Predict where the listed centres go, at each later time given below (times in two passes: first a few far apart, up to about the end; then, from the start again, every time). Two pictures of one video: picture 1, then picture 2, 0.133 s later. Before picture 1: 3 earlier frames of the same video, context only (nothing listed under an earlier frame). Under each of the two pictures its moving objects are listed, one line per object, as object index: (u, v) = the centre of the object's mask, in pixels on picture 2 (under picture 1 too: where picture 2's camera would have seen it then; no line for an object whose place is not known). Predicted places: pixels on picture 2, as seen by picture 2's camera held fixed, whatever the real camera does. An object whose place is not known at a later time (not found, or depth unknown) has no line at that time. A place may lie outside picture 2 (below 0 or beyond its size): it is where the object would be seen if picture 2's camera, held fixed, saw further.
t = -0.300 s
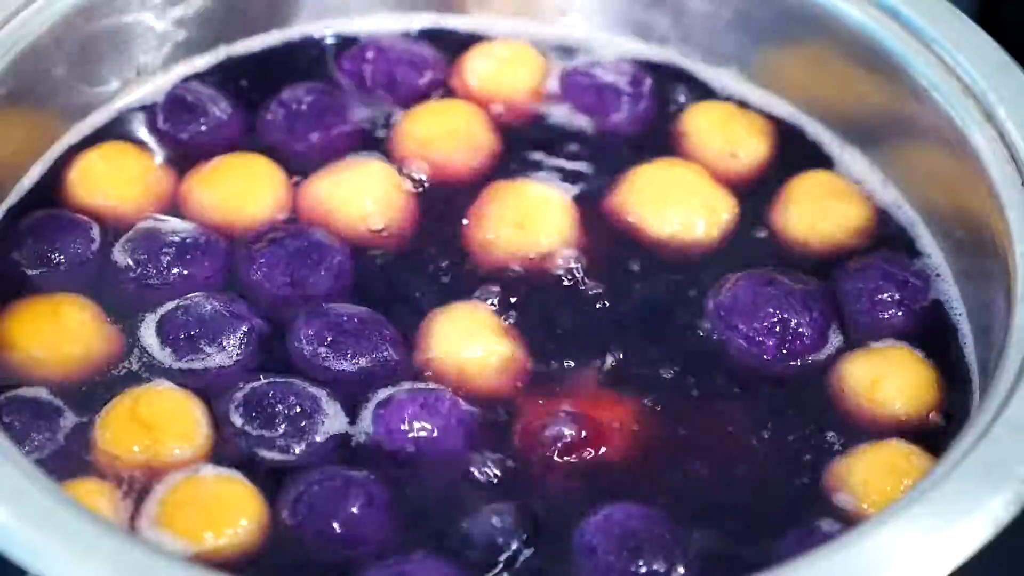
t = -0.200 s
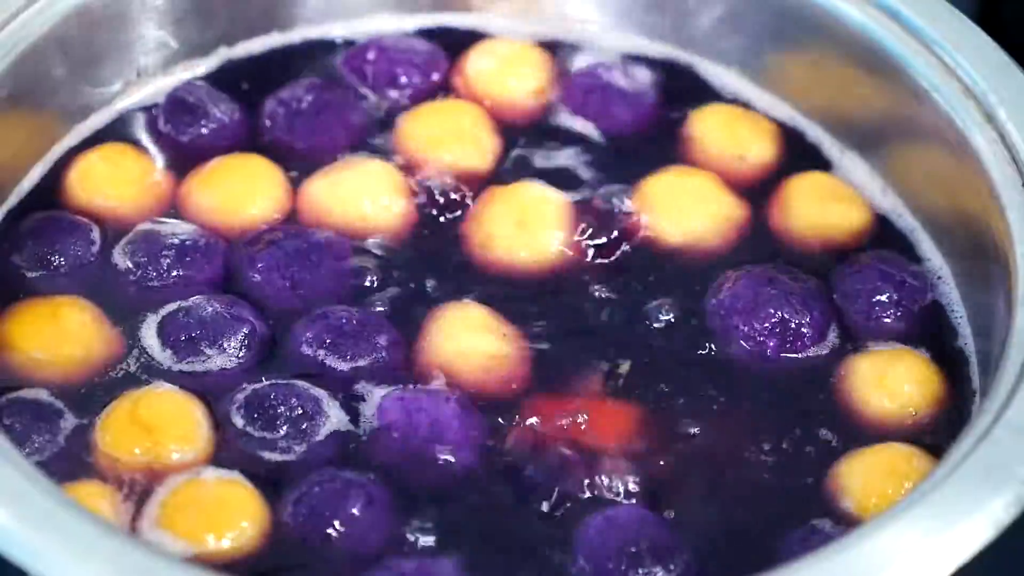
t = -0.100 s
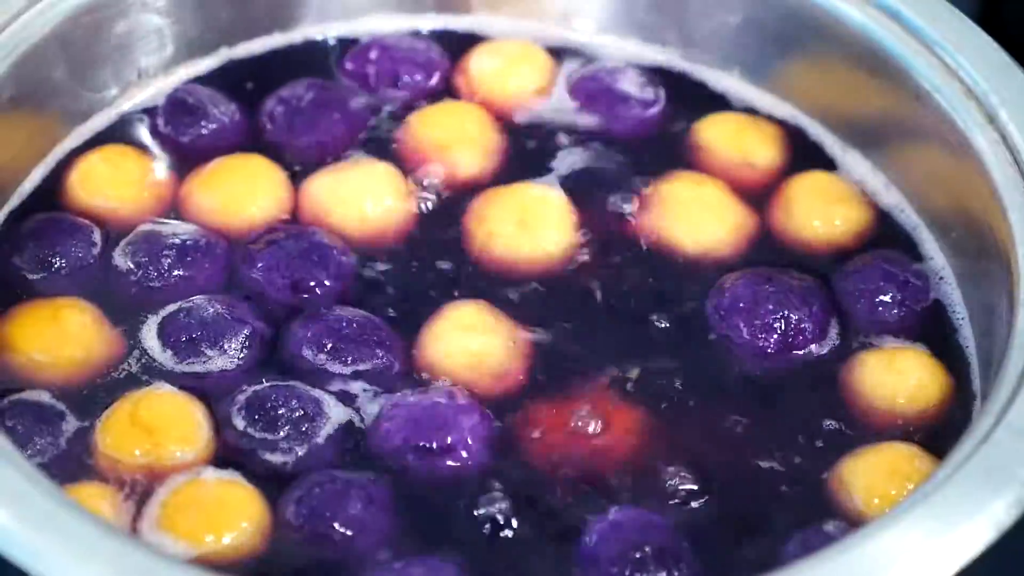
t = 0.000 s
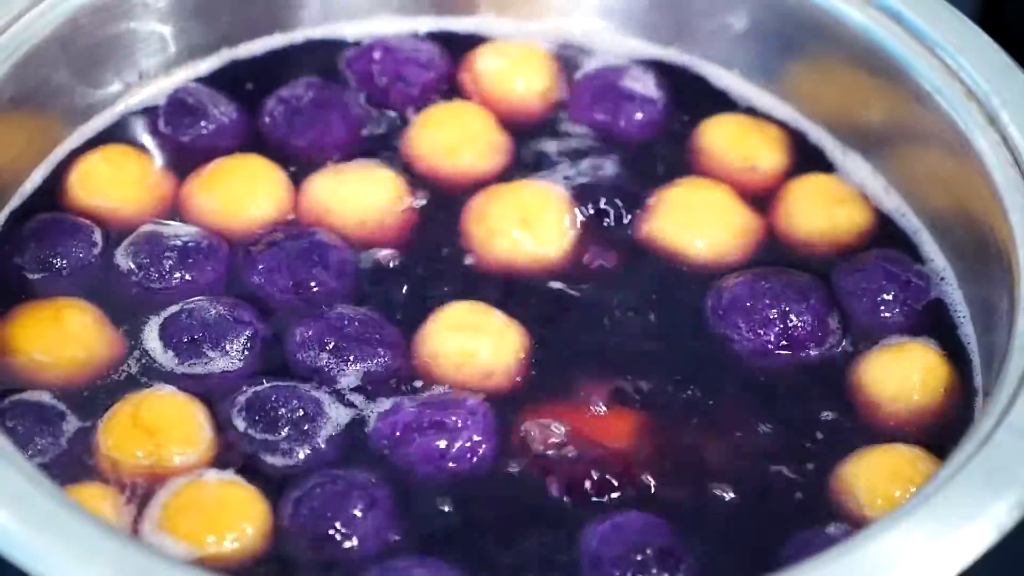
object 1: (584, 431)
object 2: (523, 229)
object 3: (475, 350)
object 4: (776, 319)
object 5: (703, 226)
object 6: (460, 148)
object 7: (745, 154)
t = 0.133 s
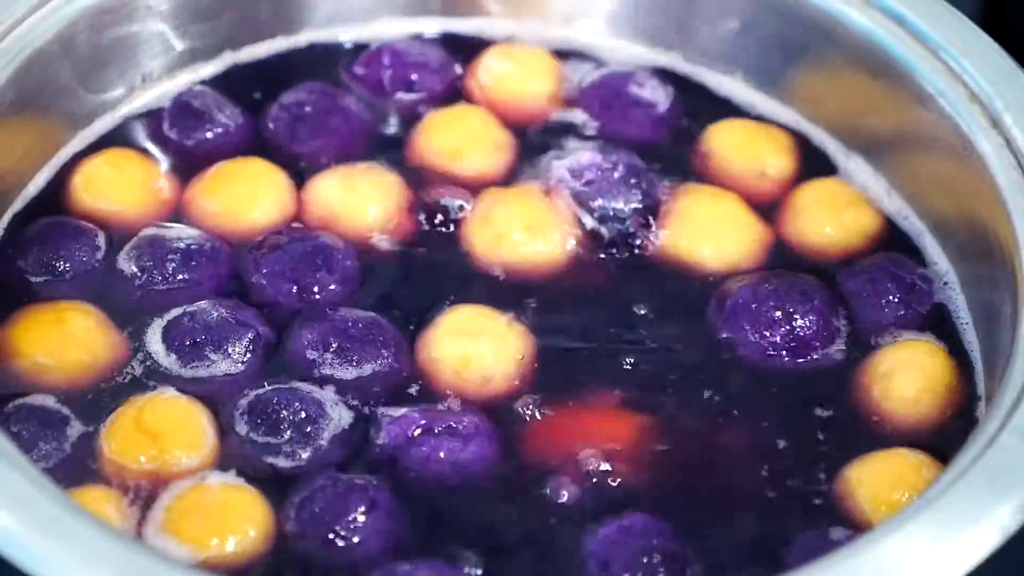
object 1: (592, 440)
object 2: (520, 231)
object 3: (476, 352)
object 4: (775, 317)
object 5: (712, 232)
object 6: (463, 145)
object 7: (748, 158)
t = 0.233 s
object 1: (588, 439)
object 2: (519, 230)
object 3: (478, 356)
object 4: (780, 316)
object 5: (710, 233)
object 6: (463, 147)
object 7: (749, 160)
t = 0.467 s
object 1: (577, 441)
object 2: (513, 233)
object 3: (484, 353)
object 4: (780, 320)
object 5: (709, 237)
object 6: (466, 146)
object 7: (748, 161)
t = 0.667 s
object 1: (583, 442)
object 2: (501, 252)
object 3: (490, 354)
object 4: (790, 328)
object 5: (719, 248)
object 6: (471, 152)
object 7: (745, 159)
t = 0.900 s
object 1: (584, 445)
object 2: (508, 265)
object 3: (493, 361)
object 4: (791, 335)
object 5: (714, 242)
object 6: (477, 151)
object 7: (745, 162)
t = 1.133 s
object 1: (588, 445)
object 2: (533, 266)
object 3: (494, 362)
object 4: (788, 337)
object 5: (717, 245)
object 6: (486, 150)
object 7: (744, 169)
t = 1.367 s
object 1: (589, 447)
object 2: (546, 268)
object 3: (488, 359)
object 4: (782, 331)
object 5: (715, 244)
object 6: (486, 154)
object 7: (746, 167)
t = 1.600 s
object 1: (585, 449)
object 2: (554, 270)
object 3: (485, 353)
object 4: (785, 327)
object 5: (720, 243)
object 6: (482, 159)
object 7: (750, 171)
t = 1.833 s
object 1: (588, 451)
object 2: (560, 265)
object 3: (479, 345)
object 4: (783, 329)
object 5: (709, 232)
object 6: (489, 154)
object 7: (749, 161)
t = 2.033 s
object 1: (584, 454)
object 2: (563, 265)
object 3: (476, 342)
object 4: (783, 335)
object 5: (715, 235)
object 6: (483, 149)
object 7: (759, 163)
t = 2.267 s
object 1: (612, 446)
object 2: (562, 265)
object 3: (468, 332)
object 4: (792, 343)
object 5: (723, 243)
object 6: (476, 153)
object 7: (773, 168)
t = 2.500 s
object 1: (592, 450)
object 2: (563, 254)
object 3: (467, 335)
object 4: (792, 351)
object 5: (741, 250)
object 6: (476, 152)
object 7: (773, 173)
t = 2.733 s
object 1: (588, 450)
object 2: (565, 247)
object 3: (478, 333)
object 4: (793, 350)
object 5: (749, 256)
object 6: (478, 150)
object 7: (769, 176)
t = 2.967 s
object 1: (619, 436)
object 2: (558, 249)
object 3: (488, 333)
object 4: (790, 354)
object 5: (758, 264)
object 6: (483, 153)
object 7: (772, 179)
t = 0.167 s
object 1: (588, 434)
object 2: (519, 231)
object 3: (477, 355)
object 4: (778, 318)
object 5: (709, 234)
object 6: (463, 147)
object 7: (749, 159)
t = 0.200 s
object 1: (589, 437)
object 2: (518, 230)
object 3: (477, 356)
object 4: (781, 315)
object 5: (712, 236)
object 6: (461, 148)
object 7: (748, 160)
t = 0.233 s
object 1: (588, 439)
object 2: (519, 230)
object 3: (478, 356)
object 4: (780, 316)
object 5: (710, 233)
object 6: (463, 147)
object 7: (749, 160)
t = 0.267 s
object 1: (587, 446)
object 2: (515, 232)
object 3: (479, 355)
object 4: (780, 318)
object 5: (710, 235)
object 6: (466, 145)
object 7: (748, 160)
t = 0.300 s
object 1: (587, 444)
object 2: (510, 233)
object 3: (480, 355)
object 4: (781, 316)
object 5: (712, 239)
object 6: (465, 144)
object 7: (749, 161)
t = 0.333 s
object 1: (572, 437)
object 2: (510, 233)
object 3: (481, 354)
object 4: (783, 316)
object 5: (710, 241)
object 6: (464, 144)
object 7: (749, 162)
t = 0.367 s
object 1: (584, 434)
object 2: (510, 232)
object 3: (479, 353)
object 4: (781, 318)
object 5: (709, 239)
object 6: (464, 145)
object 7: (751, 162)
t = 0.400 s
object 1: (579, 435)
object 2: (514, 232)
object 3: (481, 354)
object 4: (781, 320)
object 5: (707, 240)
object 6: (466, 146)
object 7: (749, 164)
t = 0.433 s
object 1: (582, 441)
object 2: (514, 231)
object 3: (483, 355)
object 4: (779, 322)
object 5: (707, 237)
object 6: (465, 146)
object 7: (747, 163)
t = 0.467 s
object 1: (577, 441)
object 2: (513, 233)
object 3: (484, 353)
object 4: (780, 320)
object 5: (709, 237)
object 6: (466, 146)
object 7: (748, 161)
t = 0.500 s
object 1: (580, 444)
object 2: (507, 239)
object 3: (485, 354)
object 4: (781, 321)
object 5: (713, 240)
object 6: (467, 145)
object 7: (748, 159)
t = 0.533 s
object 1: (579, 445)
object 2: (504, 240)
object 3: (483, 355)
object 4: (785, 322)
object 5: (717, 242)
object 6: (467, 146)
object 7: (749, 157)
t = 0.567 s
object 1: (573, 435)
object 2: (503, 242)
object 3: (486, 355)
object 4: (786, 327)
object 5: (717, 243)
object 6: (467, 148)
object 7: (749, 157)
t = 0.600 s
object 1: (586, 431)
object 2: (502, 248)
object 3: (487, 357)
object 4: (788, 328)
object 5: (717, 245)
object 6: (468, 149)
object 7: (748, 157)
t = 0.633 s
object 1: (585, 433)
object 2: (504, 250)
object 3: (491, 357)
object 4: (788, 328)
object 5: (715, 247)
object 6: (470, 151)
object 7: (746, 157)
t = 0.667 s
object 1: (583, 442)
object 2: (501, 252)
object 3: (490, 354)
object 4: (790, 328)
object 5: (719, 248)
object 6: (471, 152)
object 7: (745, 159)
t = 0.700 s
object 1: (583, 449)
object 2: (501, 254)
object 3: (489, 352)
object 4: (790, 330)
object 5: (716, 247)
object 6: (468, 151)
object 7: (744, 159)
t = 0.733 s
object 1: (587, 448)
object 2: (501, 257)
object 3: (490, 354)
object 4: (789, 333)
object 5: (716, 243)
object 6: (469, 150)
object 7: (749, 159)
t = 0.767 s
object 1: (590, 448)
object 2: (501, 260)
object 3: (492, 357)
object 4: (792, 331)
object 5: (716, 242)
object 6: (469, 150)
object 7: (749, 157)
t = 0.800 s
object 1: (585, 438)
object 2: (502, 261)
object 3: (494, 357)
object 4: (792, 331)
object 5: (717, 241)
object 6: (471, 150)
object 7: (749, 159)
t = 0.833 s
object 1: (586, 450)
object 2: (503, 262)
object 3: (494, 356)
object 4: (792, 333)
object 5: (716, 244)
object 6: (472, 149)
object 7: (748, 159)
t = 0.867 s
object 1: (581, 435)
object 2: (506, 263)
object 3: (495, 359)
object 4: (792, 334)
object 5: (717, 243)
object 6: (476, 150)
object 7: (748, 160)
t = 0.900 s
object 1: (584, 445)
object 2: (508, 265)
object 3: (493, 361)
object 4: (791, 335)
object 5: (714, 242)
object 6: (477, 151)
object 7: (745, 162)
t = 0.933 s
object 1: (579, 448)
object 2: (509, 266)
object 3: (495, 362)
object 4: (790, 336)
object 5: (714, 241)
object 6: (478, 149)
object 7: (747, 162)
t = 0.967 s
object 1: (583, 432)
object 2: (514, 268)
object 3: (494, 363)
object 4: (790, 337)
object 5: (717, 239)
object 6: (482, 150)
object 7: (746, 160)
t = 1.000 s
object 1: (591, 435)
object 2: (515, 268)
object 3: (494, 364)
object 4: (789, 336)
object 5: (716, 240)
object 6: (483, 148)
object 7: (747, 160)
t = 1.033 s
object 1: (588, 447)
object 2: (519, 268)
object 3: (494, 366)
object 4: (789, 336)
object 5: (720, 238)
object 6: (483, 149)
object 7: (748, 163)
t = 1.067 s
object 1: (588, 443)
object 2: (525, 268)
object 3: (493, 364)
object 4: (787, 337)
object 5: (720, 241)
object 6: (483, 150)
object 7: (748, 165)
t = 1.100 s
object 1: (585, 445)
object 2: (528, 267)
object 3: (493, 363)
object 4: (786, 337)
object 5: (718, 244)
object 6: (484, 151)
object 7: (748, 168)
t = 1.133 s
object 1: (588, 445)
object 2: (533, 266)
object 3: (494, 362)
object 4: (788, 337)
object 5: (717, 245)
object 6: (486, 150)
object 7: (744, 169)
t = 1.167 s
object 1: (586, 450)
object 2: (535, 264)
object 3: (494, 363)
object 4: (788, 334)
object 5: (714, 243)
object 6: (483, 151)
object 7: (743, 169)
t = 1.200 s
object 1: (581, 440)
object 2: (535, 263)
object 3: (494, 359)
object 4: (792, 334)
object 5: (714, 243)
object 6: (483, 149)
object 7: (742, 170)
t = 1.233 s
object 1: (582, 443)
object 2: (537, 267)
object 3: (492, 359)
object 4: (782, 330)
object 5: (714, 242)
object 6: (486, 153)
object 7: (744, 169)
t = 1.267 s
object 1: (587, 449)
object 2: (540, 272)
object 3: (489, 360)
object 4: (784, 328)
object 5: (717, 245)
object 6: (485, 155)
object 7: (748, 169)
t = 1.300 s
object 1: (587, 448)
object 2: (541, 270)
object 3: (487, 357)
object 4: (784, 330)
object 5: (717, 247)
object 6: (485, 154)
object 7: (748, 168)
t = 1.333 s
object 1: (590, 446)
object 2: (544, 268)
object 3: (488, 358)
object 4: (784, 333)
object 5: (716, 246)
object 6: (484, 153)
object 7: (748, 167)
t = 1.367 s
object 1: (589, 447)
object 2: (546, 268)
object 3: (488, 359)
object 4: (782, 331)
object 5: (715, 244)
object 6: (486, 154)
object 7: (746, 167)
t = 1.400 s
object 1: (591, 446)
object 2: (547, 268)
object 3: (490, 362)
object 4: (782, 330)
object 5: (717, 244)
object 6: (486, 156)
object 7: (745, 167)
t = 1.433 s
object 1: (588, 450)
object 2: (546, 268)
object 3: (489, 361)
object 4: (782, 329)
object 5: (718, 244)
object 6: (485, 155)
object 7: (746, 169)
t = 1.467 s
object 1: (583, 446)
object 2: (547, 268)
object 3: (487, 360)
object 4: (782, 327)
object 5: (718, 246)
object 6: (483, 155)
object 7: (748, 171)
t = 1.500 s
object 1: (580, 445)
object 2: (550, 269)
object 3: (487, 359)
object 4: (781, 327)
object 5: (717, 247)
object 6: (484, 156)
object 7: (748, 173)
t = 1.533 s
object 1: (582, 445)
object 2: (550, 271)
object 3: (488, 358)
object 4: (782, 331)
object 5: (716, 250)
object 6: (484, 157)
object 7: (747, 174)
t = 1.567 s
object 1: (587, 449)
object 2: (551, 271)
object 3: (486, 357)
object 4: (784, 328)
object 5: (715, 247)
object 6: (483, 159)
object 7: (749, 174)
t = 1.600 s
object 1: (585, 449)
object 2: (554, 270)
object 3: (485, 353)
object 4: (785, 327)
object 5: (720, 243)
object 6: (482, 159)
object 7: (750, 171)
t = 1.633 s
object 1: (581, 444)
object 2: (555, 270)
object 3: (487, 352)
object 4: (785, 326)
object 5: (720, 242)
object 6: (483, 155)
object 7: (746, 170)
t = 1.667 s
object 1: (586, 446)
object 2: (557, 270)
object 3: (486, 349)
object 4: (785, 327)
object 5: (720, 240)
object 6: (485, 155)
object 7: (749, 167)
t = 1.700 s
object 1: (593, 449)
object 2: (558, 269)
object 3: (482, 348)
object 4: (786, 328)
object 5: (715, 240)
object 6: (485, 154)
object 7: (752, 165)
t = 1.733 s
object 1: (587, 452)
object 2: (558, 269)
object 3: (481, 349)
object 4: (788, 328)
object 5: (710, 237)
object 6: (485, 154)
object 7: (754, 166)
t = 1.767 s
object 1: (600, 443)
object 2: (559, 268)
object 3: (482, 348)
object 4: (787, 328)
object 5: (710, 237)
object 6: (486, 156)
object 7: (754, 165)
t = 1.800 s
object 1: (589, 456)
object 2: (560, 266)
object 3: (479, 345)
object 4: (786, 330)
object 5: (711, 233)
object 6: (488, 155)
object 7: (751, 164)
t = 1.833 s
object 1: (588, 451)
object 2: (560, 265)
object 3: (479, 345)
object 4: (783, 329)
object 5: (709, 232)
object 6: (489, 154)
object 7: (749, 161)
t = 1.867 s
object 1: (591, 447)
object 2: (561, 266)
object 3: (480, 345)
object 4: (781, 330)
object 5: (711, 233)
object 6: (486, 153)
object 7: (753, 163)
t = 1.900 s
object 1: (591, 450)
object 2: (561, 265)
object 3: (474, 335)
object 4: (785, 331)
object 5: (711, 234)
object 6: (485, 152)
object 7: (755, 163)
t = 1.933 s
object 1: (594, 457)
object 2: (563, 265)
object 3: (478, 345)
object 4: (785, 330)
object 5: (712, 234)
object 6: (484, 151)
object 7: (754, 162)
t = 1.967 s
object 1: (606, 445)
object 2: (563, 264)
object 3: (476, 344)
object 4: (785, 333)
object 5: (714, 232)
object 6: (484, 148)
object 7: (755, 163)
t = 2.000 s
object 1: (603, 442)
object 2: (564, 263)
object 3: (479, 344)
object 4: (785, 333)
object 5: (713, 233)
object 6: (483, 149)
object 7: (757, 163)
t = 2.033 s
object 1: (584, 454)
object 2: (563, 265)
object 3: (476, 342)
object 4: (783, 335)
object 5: (715, 235)
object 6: (483, 149)
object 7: (759, 163)
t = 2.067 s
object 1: (593, 453)
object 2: (563, 266)
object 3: (477, 339)
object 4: (785, 335)
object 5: (717, 234)
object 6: (480, 151)
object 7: (763, 164)
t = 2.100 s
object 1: (587, 453)
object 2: (564, 266)
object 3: (476, 337)
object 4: (789, 336)
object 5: (717, 236)
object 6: (478, 151)
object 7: (765, 165)
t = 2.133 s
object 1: (592, 449)
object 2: (565, 266)
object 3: (476, 335)
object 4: (790, 336)
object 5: (718, 238)
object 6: (479, 152)
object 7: (770, 166)
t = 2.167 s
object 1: (589, 453)
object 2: (564, 268)
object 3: (472, 335)
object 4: (790, 337)
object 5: (721, 240)
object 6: (478, 151)
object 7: (772, 166)
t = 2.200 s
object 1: (590, 454)
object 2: (564, 267)
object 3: (471, 332)
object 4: (790, 339)
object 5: (721, 241)
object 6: (478, 151)
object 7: (774, 166)
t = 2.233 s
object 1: (608, 444)
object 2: (563, 266)
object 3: (470, 331)
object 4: (791, 339)
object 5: (722, 241)
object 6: (478, 153)
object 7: (774, 166)
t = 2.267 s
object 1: (612, 446)
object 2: (562, 265)
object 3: (468, 332)
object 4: (792, 343)
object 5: (723, 243)
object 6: (476, 153)
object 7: (773, 168)
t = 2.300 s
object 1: (604, 444)
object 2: (561, 266)
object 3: (467, 334)
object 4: (792, 344)
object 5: (724, 244)
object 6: (474, 154)
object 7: (774, 168)
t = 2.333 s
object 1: (602, 450)
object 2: (560, 265)
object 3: (468, 333)
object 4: (793, 344)
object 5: (729, 247)
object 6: (473, 153)
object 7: (775, 170)
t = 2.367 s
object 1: (596, 443)
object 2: (559, 263)
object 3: (468, 332)
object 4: (791, 345)
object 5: (732, 248)
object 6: (472, 154)
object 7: (773, 170)
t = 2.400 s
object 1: (599, 440)
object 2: (560, 262)
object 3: (467, 332)
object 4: (790, 350)
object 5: (734, 248)
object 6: (473, 154)
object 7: (775, 170)
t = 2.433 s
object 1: (598, 448)
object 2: (562, 260)
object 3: (468, 334)
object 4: (790, 351)
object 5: (736, 246)
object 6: (474, 154)
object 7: (775, 170)
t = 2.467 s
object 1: (597, 451)
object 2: (563, 257)
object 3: (468, 336)
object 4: (791, 348)
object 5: (738, 249)
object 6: (475, 153)
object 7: (775, 171)
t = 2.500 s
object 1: (592, 450)
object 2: (563, 254)
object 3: (467, 335)
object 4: (792, 351)
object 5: (741, 250)
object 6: (476, 152)
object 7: (773, 173)
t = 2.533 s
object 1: (588, 438)
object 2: (564, 251)
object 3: (468, 336)
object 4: (791, 351)
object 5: (742, 252)
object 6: (476, 150)
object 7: (772, 175)
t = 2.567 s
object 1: (594, 437)
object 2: (564, 247)
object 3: (471, 338)
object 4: (791, 352)
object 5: (742, 253)
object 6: (477, 151)
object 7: (771, 177)
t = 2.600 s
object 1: (596, 443)
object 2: (566, 247)
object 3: (473, 338)
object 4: (790, 350)
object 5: (743, 253)
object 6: (478, 151)
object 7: (770, 178)
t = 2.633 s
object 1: (592, 448)
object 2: (566, 246)
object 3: (474, 337)
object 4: (790, 351)
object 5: (746, 253)
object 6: (478, 151)
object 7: (770, 178)
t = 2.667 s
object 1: (597, 445)
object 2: (568, 247)
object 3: (476, 336)
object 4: (794, 347)
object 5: (748, 253)
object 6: (479, 151)
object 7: (769, 178)
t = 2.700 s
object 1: (595, 450)
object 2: (566, 246)
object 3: (476, 334)
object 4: (794, 349)
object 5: (748, 254)
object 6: (477, 150)
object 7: (769, 177)
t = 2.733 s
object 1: (588, 450)
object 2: (565, 247)
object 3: (478, 333)
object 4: (793, 350)
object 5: (749, 256)
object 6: (478, 150)
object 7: (769, 176)
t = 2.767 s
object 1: (601, 430)
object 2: (565, 246)
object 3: (481, 333)
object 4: (791, 351)
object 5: (750, 257)
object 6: (478, 151)
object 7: (769, 176)
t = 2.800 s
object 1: (592, 437)
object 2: (565, 245)
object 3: (482, 331)
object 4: (791, 354)
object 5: (751, 260)
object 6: (478, 153)
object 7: (769, 176)
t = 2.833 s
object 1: (593, 442)
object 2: (566, 245)
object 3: (481, 330)
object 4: (793, 351)
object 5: (751, 261)
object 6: (480, 153)
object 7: (769, 176)
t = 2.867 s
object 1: (594, 445)
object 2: (562, 244)
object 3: (482, 331)
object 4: (792, 354)
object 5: (752, 262)
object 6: (480, 152)
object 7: (770, 177)
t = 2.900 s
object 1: (598, 440)
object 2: (561, 245)
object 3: (483, 331)
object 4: (791, 354)
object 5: (752, 263)
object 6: (480, 152)
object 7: (771, 177)
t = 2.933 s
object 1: (619, 437)
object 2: (559, 246)
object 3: (485, 333)
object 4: (790, 355)
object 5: (756, 263)
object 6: (481, 152)
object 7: (771, 178)
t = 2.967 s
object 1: (619, 436)
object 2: (558, 249)
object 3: (488, 333)
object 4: (790, 354)
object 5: (758, 264)
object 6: (483, 153)
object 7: (772, 179)
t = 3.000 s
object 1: (615, 433)
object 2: (559, 247)
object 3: (490, 334)
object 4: (790, 355)
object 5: (759, 264)
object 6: (486, 153)
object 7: (772, 179)
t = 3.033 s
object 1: (591, 447)
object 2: (560, 243)
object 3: (492, 334)
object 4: (791, 356)
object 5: (760, 264)
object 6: (485, 152)
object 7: (770, 177)
